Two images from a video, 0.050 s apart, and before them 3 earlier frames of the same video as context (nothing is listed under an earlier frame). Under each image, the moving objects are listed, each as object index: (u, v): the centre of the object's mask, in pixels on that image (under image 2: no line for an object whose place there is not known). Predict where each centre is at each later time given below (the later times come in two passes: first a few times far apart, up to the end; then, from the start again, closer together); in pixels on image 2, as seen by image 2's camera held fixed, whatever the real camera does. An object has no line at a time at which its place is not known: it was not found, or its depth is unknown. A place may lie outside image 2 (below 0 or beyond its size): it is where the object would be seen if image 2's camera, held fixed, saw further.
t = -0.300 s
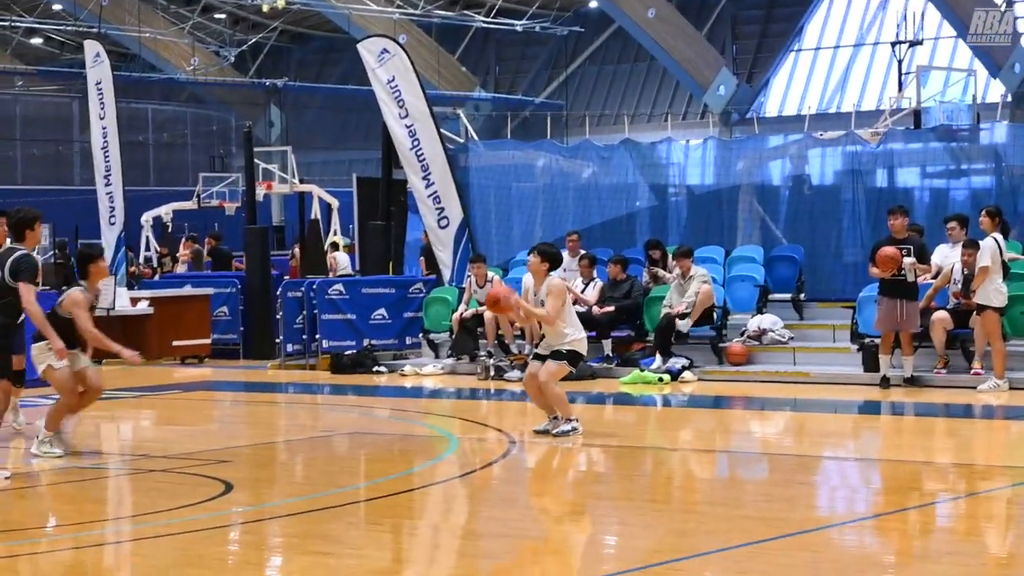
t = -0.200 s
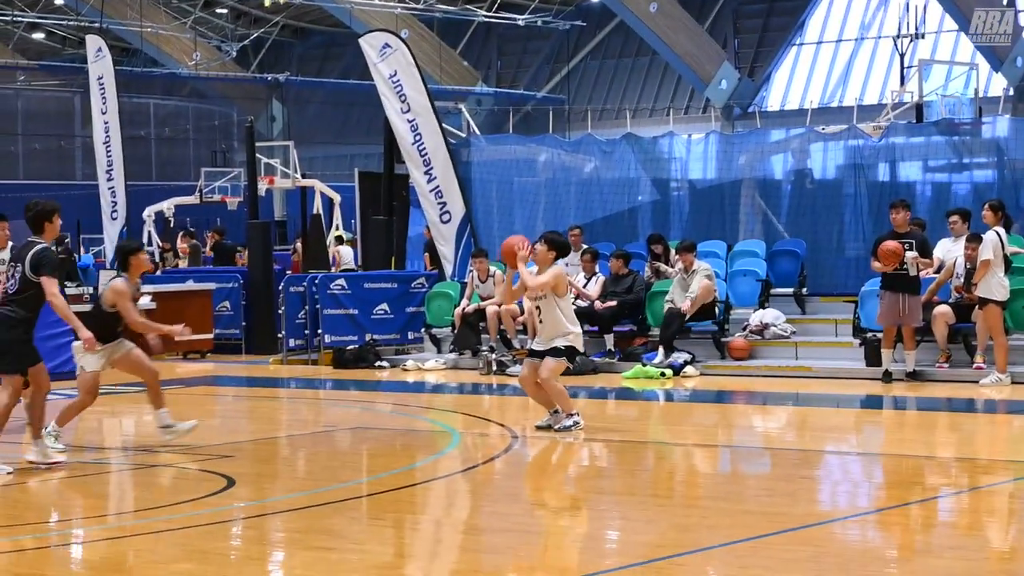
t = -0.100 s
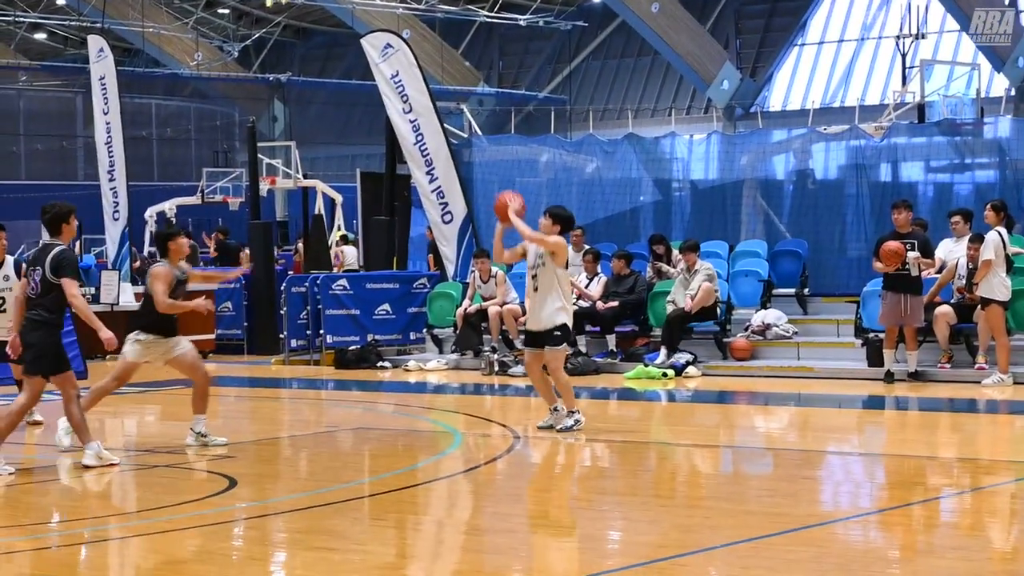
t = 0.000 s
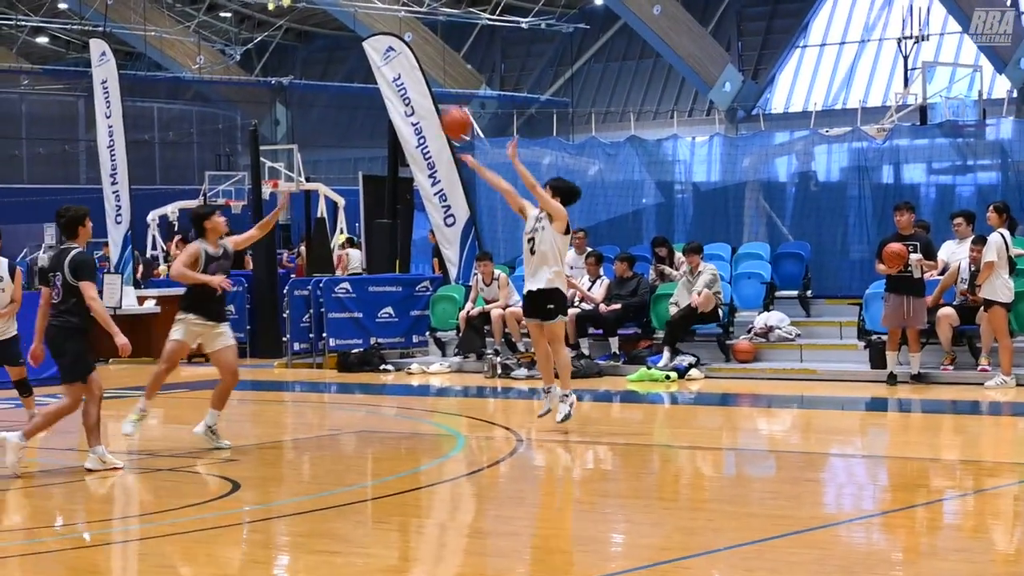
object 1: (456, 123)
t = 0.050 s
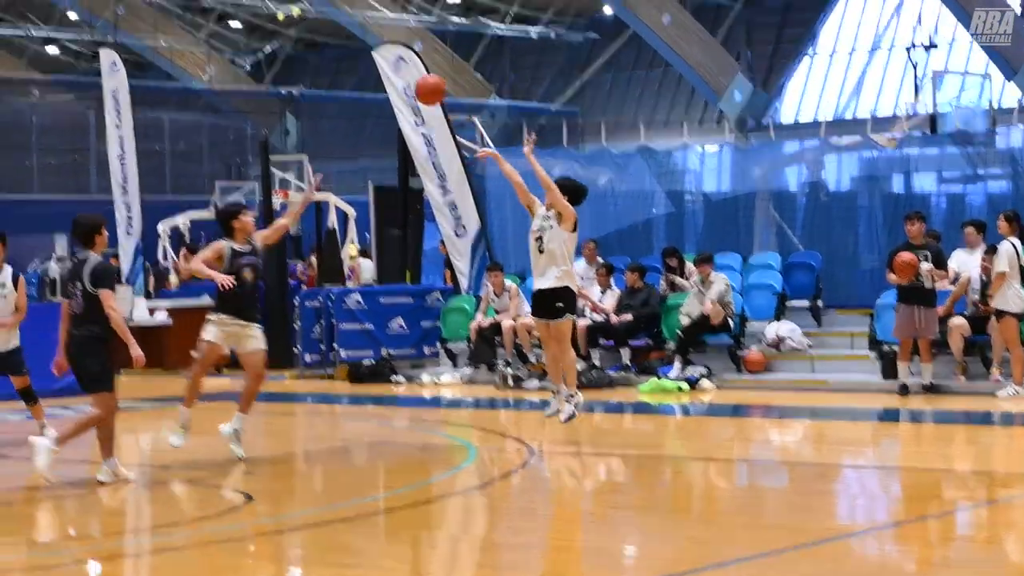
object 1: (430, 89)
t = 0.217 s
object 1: (304, -39)
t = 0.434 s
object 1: (143, -150)
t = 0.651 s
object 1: (-26, -202)
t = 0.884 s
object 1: (-214, -180)
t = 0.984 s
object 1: (-298, -146)
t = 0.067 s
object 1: (417, 75)
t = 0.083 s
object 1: (405, 61)
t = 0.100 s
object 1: (392, 47)
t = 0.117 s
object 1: (380, 34)
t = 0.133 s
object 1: (367, 21)
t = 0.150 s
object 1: (355, 7)
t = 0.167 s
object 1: (343, -6)
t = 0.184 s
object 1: (330, -16)
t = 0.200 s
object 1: (317, -28)
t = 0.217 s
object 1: (304, -39)
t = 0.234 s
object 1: (293, -48)
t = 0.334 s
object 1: (219, -105)
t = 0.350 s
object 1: (207, -112)
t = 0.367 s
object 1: (193, -121)
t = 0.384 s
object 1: (182, -129)
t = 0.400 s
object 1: (169, -136)
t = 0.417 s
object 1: (155, -143)
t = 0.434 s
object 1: (143, -150)
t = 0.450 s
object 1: (131, -157)
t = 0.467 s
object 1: (117, -163)
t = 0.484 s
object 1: (104, -168)
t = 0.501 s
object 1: (91, -173)
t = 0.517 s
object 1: (78, -177)
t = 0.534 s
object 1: (66, -182)
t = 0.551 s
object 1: (53, -186)
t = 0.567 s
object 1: (40, -190)
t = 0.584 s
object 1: (28, -193)
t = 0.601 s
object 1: (14, -196)
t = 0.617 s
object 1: (1, -198)
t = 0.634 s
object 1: (-12, -200)
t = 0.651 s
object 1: (-26, -202)
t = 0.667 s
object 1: (-39, -203)
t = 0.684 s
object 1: (-52, -204)
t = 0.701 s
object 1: (-65, -204)
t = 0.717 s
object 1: (-79, -204)
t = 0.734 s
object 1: (-92, -203)
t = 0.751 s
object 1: (-106, -202)
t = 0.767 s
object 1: (-120, -201)
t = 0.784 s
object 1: (-133, -199)
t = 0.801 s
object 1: (-147, -197)
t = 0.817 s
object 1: (-161, -195)
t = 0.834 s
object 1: (-174, -192)
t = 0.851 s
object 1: (-188, -189)
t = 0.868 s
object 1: (-201, -185)
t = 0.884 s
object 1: (-214, -180)
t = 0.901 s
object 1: (-229, -176)
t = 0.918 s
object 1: (-242, -171)
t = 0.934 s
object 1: (-256, -166)
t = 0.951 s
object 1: (-271, -159)
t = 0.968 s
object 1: (-284, -153)
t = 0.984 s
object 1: (-298, -146)
